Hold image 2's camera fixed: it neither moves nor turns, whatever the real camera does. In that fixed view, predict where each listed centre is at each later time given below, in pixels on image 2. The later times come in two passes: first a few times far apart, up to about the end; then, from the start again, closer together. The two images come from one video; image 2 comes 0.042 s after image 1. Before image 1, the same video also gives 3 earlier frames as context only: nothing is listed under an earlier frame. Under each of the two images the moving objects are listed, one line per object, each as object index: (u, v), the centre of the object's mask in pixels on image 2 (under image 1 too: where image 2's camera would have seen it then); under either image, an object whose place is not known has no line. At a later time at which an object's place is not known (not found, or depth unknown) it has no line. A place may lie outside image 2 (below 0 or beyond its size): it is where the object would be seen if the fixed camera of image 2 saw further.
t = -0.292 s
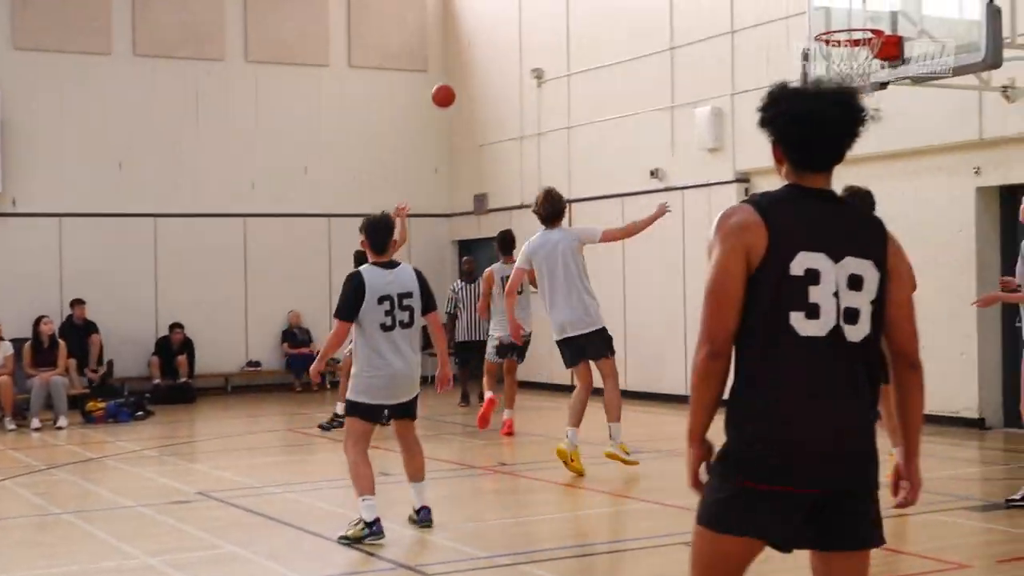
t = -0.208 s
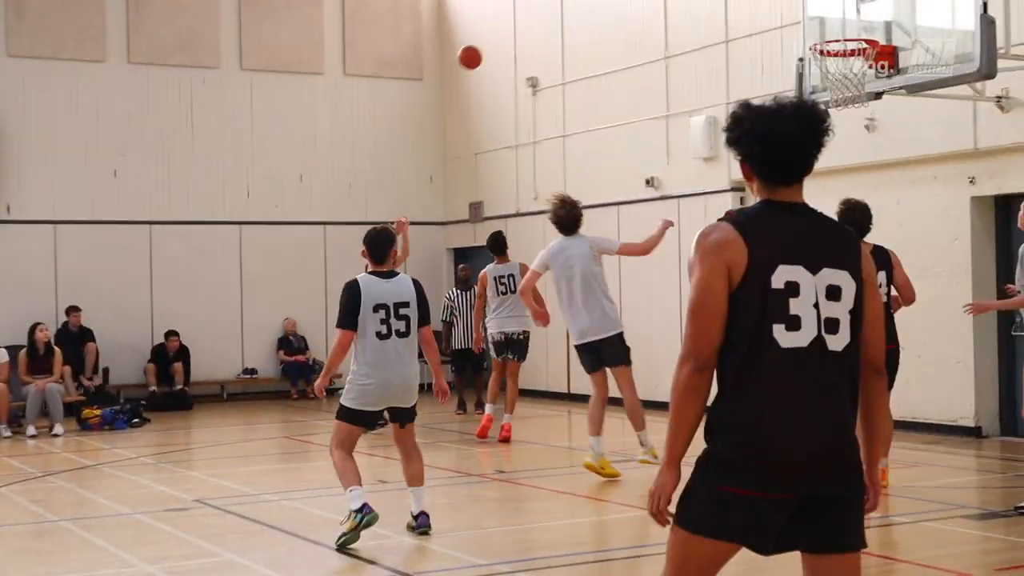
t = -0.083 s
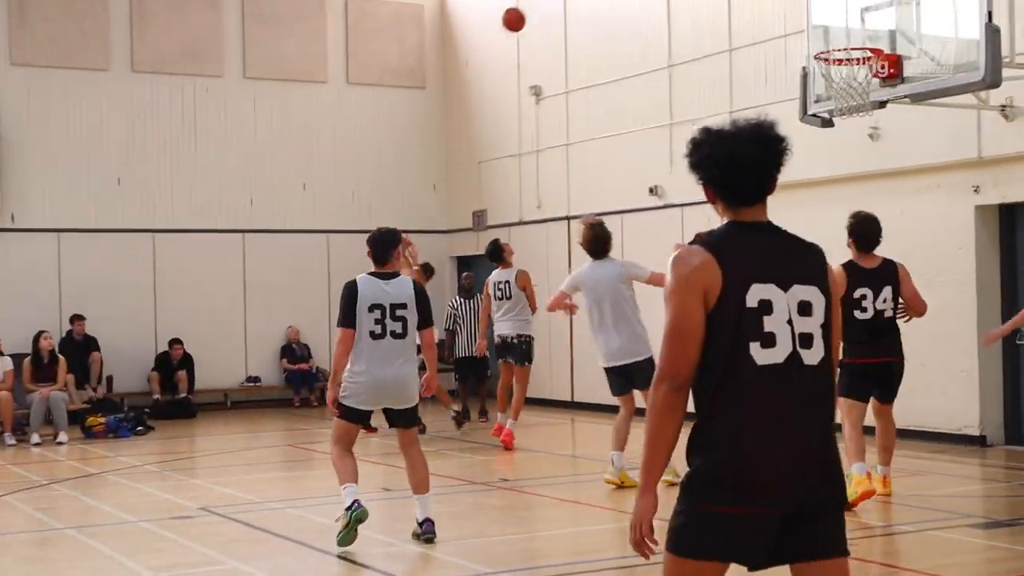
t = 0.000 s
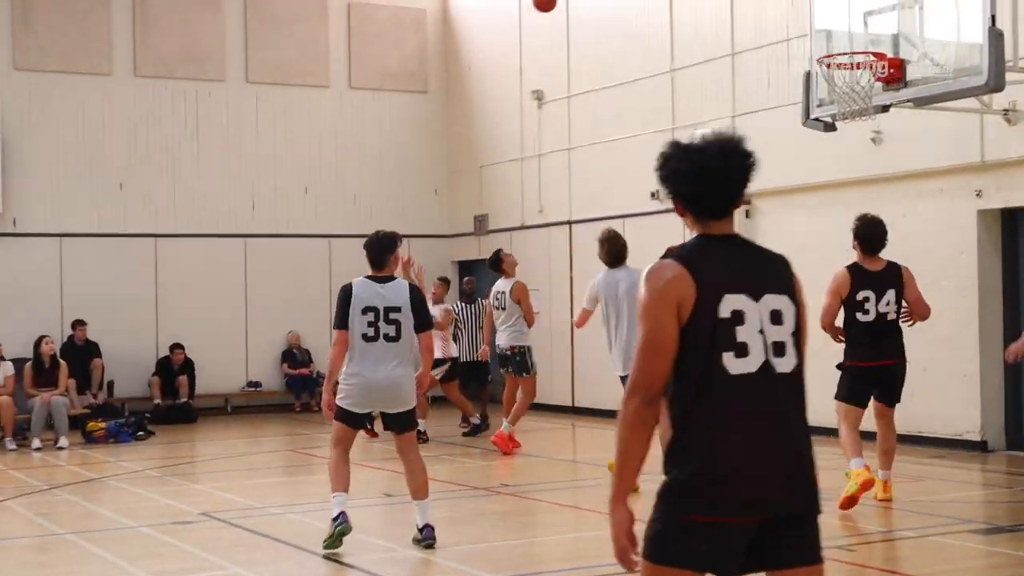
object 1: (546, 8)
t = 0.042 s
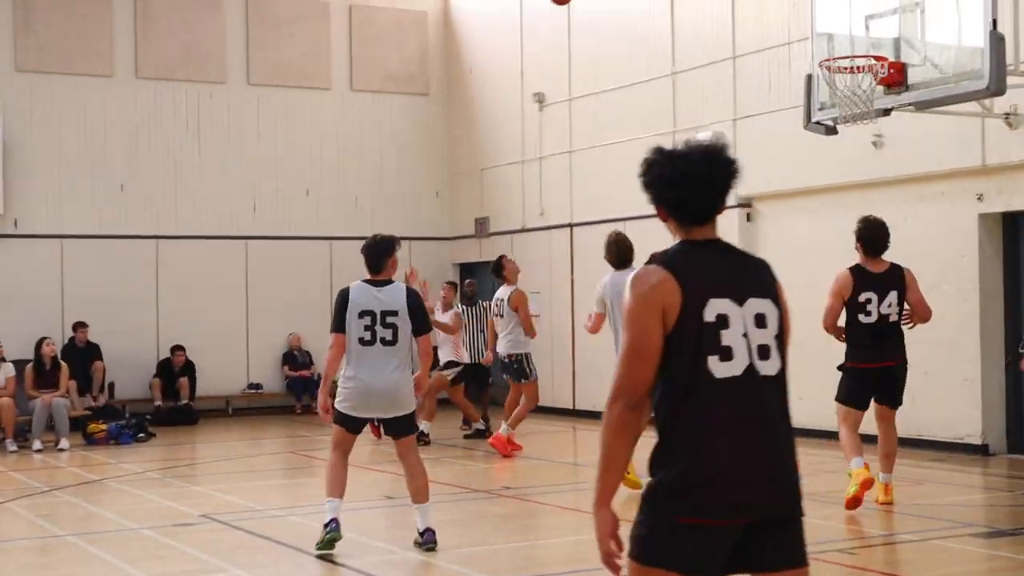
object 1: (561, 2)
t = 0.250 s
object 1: (650, -25)
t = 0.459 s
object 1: (741, -10)
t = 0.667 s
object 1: (827, 42)
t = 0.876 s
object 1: (803, -54)
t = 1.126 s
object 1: (781, -82)
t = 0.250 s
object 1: (650, -25)
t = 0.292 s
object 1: (667, -31)
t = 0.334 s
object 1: (685, -32)
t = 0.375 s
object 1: (703, -27)
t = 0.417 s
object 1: (722, -19)
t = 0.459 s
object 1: (741, -10)
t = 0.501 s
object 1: (761, 2)
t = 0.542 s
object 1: (782, 16)
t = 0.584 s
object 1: (803, 33)
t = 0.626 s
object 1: (825, 49)
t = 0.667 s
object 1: (827, 42)
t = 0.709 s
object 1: (820, 9)
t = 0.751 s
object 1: (816, -10)
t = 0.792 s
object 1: (811, -27)
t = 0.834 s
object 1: (807, -42)
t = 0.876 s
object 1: (803, -54)
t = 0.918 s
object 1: (799, -65)
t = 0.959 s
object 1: (796, -73)
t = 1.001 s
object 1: (792, -78)
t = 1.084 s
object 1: (784, -83)
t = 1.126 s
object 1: (781, -82)
